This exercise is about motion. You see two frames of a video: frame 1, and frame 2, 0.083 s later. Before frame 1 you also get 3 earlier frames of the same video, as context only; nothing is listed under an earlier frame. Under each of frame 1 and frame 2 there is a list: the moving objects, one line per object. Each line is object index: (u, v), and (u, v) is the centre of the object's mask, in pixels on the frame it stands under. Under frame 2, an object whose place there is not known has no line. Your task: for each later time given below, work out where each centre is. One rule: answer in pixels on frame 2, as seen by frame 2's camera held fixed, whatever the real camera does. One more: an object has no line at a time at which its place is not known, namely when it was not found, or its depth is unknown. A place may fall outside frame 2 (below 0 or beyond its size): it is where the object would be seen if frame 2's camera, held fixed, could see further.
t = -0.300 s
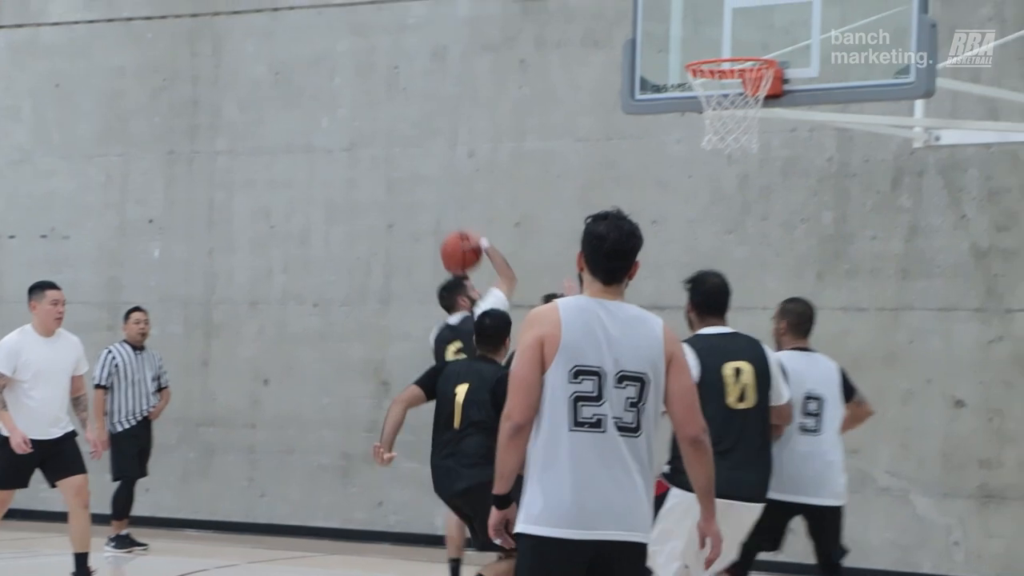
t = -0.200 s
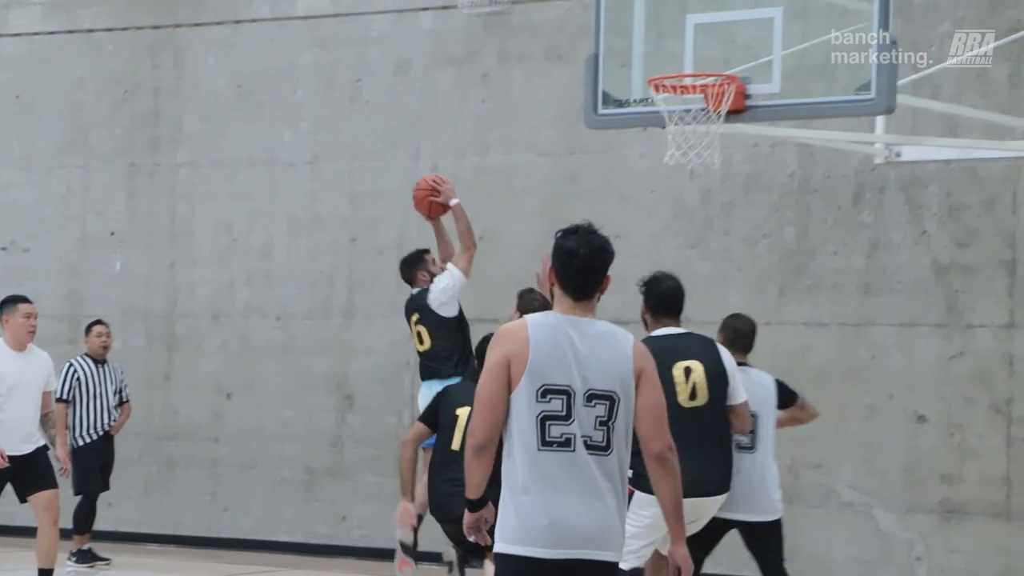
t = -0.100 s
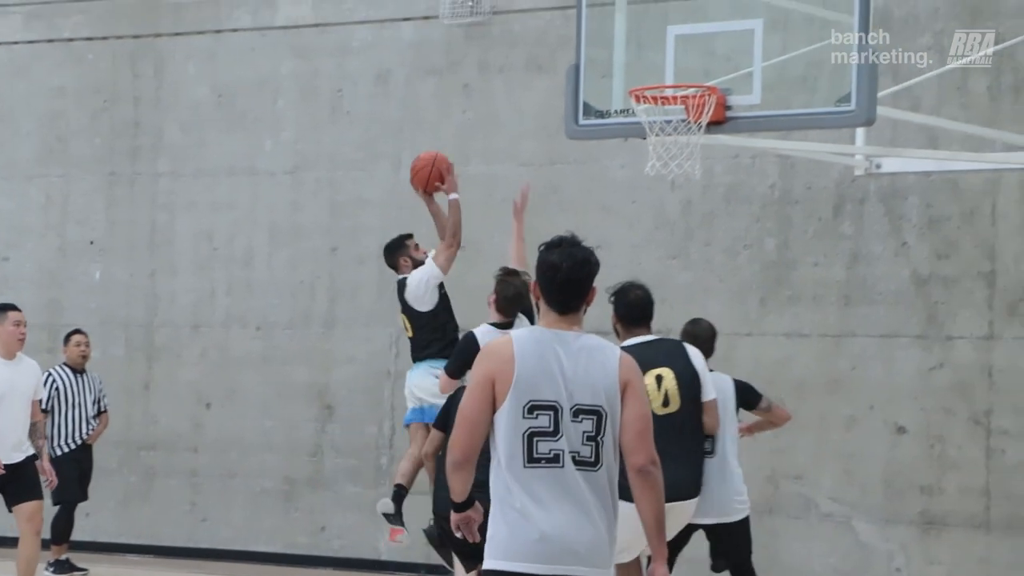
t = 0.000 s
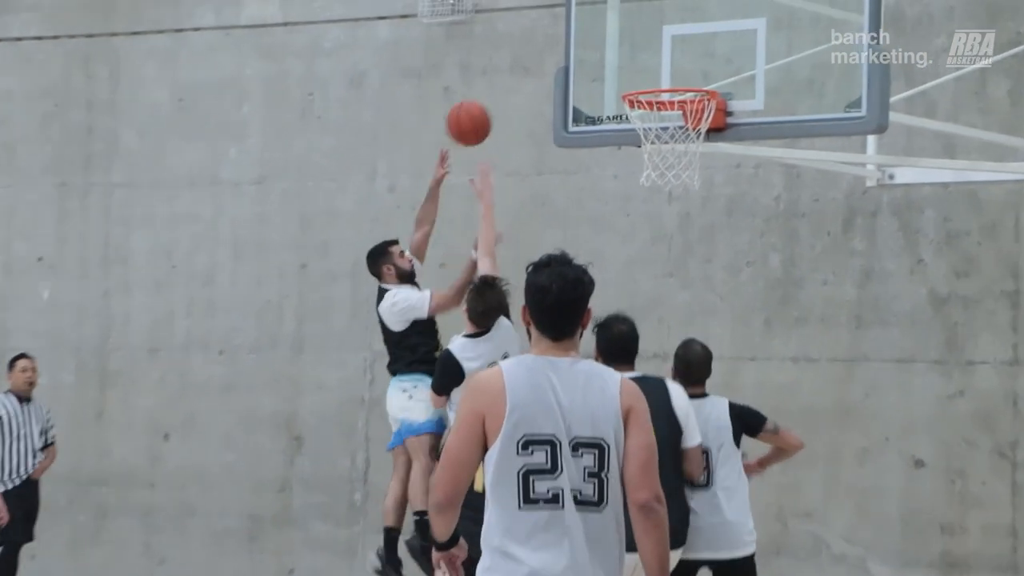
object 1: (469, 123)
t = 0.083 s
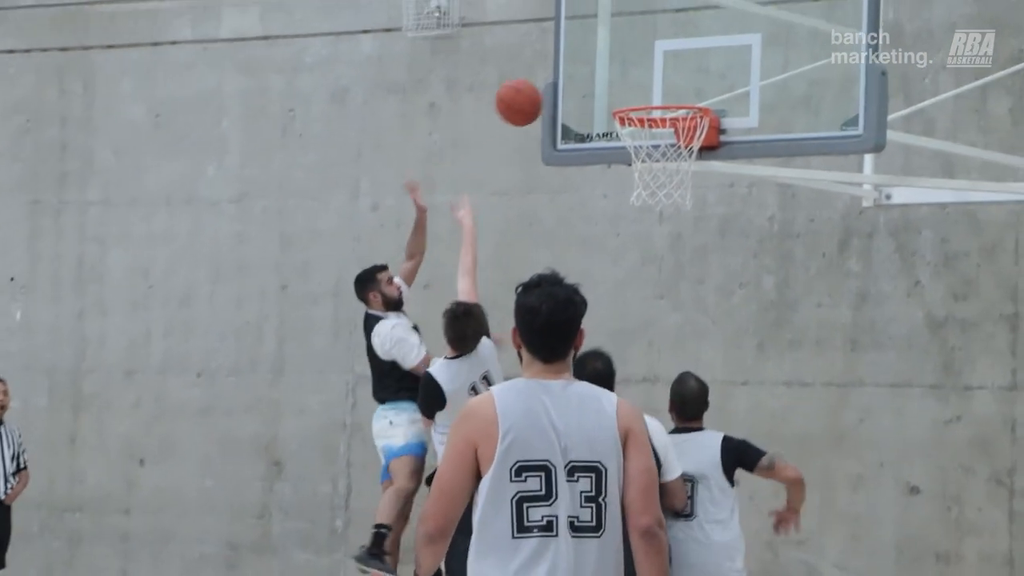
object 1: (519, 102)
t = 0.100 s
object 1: (532, 96)
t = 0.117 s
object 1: (545, 90)
